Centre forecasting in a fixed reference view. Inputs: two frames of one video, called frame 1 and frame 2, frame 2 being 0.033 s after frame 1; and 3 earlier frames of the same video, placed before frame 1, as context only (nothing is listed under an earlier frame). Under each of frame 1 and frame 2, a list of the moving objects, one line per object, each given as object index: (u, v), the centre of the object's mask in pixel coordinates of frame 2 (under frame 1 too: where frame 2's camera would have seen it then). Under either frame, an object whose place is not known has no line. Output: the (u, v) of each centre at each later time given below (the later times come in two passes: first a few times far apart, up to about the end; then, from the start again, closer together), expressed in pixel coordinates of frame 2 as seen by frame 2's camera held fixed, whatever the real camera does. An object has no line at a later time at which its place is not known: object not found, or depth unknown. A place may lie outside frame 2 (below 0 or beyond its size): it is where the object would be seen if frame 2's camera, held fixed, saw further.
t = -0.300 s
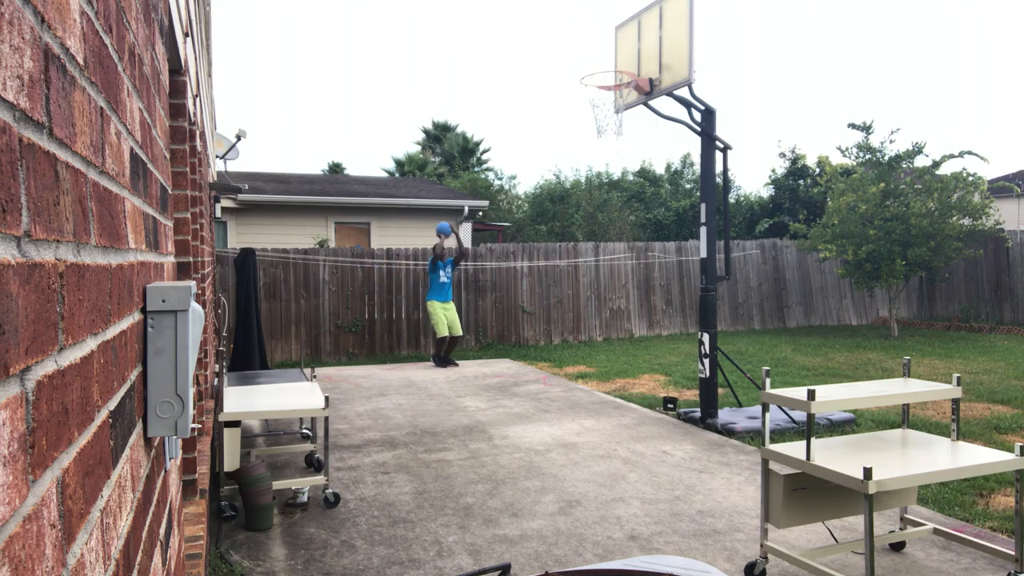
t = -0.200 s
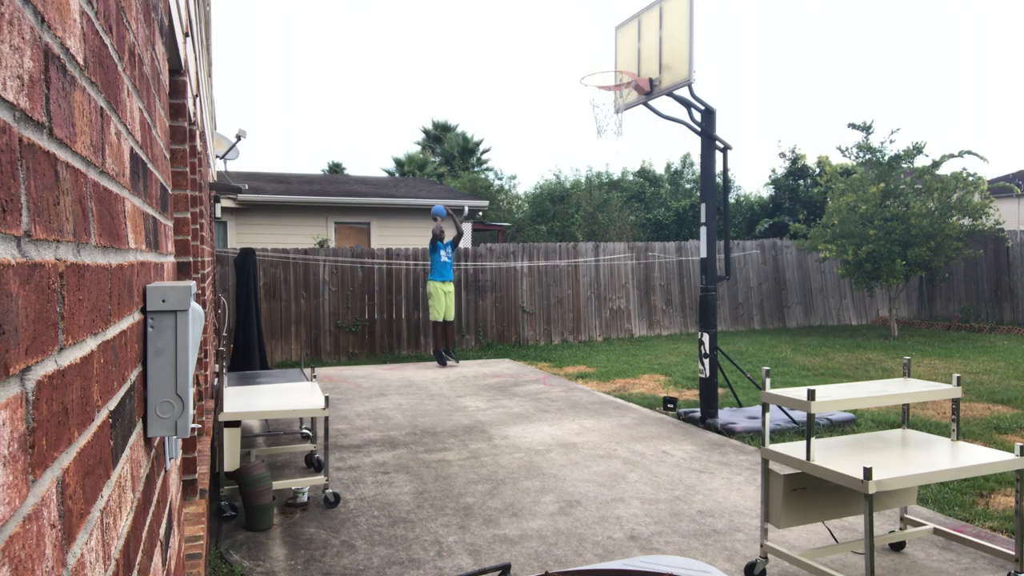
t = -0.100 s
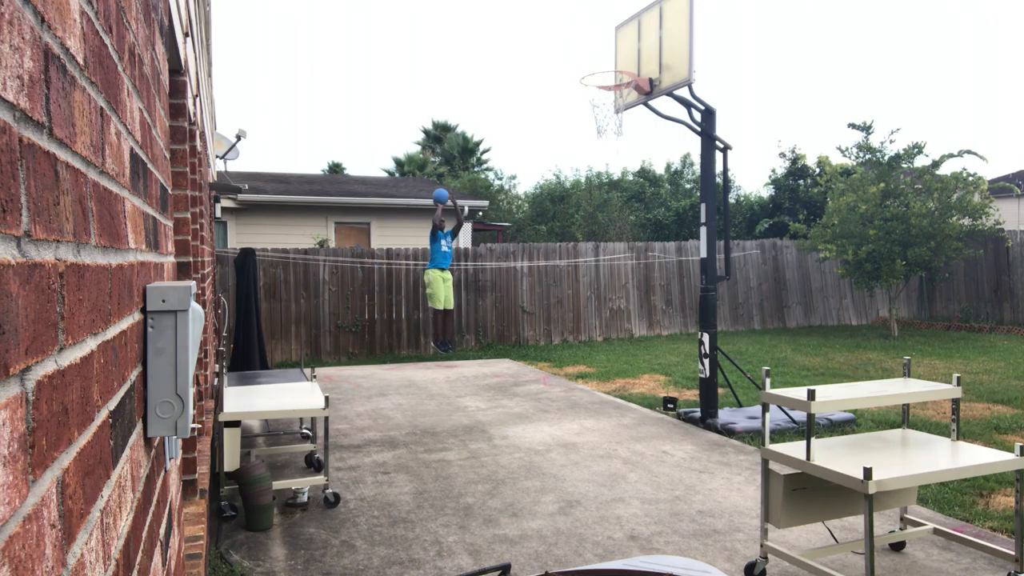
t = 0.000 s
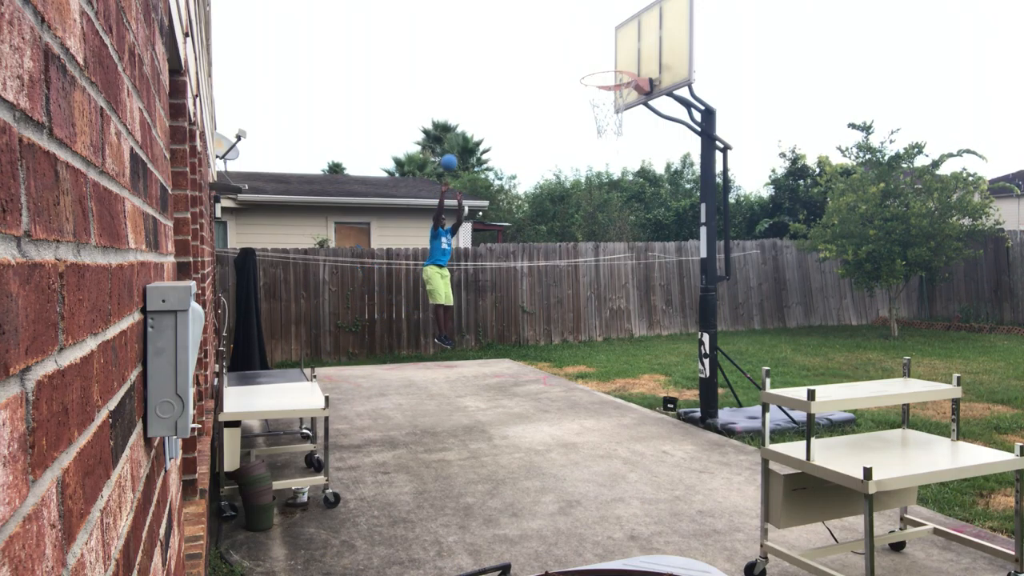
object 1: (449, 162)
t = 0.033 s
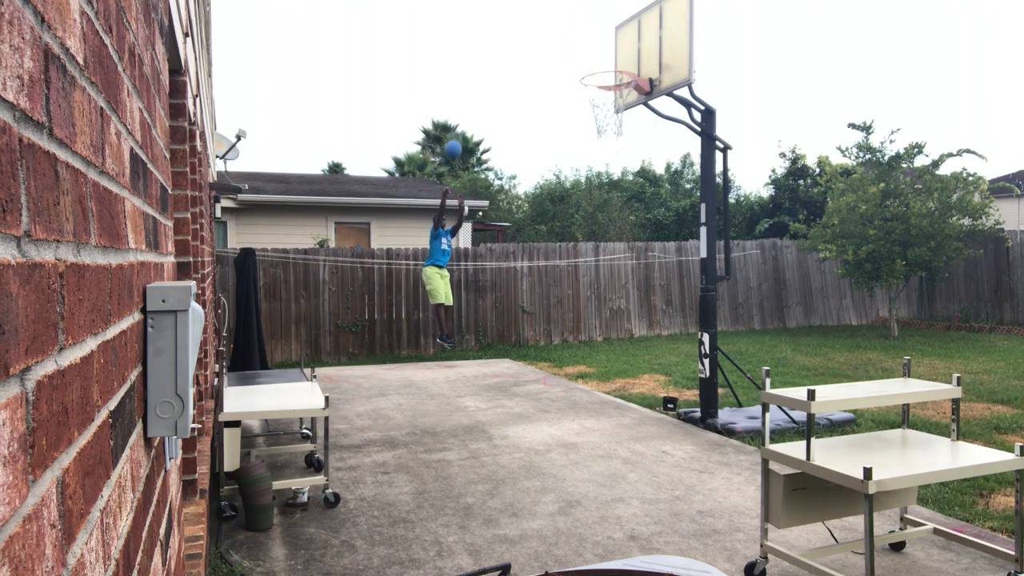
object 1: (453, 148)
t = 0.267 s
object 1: (486, 71)
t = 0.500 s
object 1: (528, 28)
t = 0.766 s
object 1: (587, 43)
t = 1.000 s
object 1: (622, 109)
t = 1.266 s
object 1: (601, 207)
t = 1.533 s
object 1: (580, 396)
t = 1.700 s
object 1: (558, 365)
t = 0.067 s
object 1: (457, 136)
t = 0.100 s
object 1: (461, 124)
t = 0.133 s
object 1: (466, 112)
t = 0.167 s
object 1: (471, 101)
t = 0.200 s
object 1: (476, 90)
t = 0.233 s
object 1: (481, 80)
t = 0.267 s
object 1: (486, 71)
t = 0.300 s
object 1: (491, 62)
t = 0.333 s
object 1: (497, 55)
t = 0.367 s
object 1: (503, 48)
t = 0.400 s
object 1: (509, 41)
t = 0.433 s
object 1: (515, 36)
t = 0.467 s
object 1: (521, 32)
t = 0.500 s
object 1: (528, 28)
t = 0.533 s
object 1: (535, 26)
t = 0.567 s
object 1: (542, 25)
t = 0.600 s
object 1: (549, 25)
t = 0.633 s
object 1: (556, 26)
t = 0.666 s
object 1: (563, 28)
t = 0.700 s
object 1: (571, 32)
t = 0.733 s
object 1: (579, 37)
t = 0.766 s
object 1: (587, 43)
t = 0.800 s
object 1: (595, 51)
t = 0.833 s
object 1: (604, 60)
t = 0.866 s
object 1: (613, 70)
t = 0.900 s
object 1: (622, 84)
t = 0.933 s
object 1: (626, 93)
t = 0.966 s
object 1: (625, 103)
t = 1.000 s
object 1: (622, 109)
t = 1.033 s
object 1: (620, 117)
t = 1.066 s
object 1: (617, 126)
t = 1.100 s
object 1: (614, 137)
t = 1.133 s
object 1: (612, 148)
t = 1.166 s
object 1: (609, 161)
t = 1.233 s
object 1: (604, 191)
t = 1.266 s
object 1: (601, 207)
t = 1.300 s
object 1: (599, 226)
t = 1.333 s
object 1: (596, 246)
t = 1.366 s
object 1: (593, 268)
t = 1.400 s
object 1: (591, 290)
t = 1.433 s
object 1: (588, 314)
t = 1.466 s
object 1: (585, 340)
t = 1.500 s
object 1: (583, 367)
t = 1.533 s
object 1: (580, 396)
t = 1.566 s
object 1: (577, 426)
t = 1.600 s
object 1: (574, 440)
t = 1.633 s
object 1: (568, 413)
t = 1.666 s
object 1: (563, 388)
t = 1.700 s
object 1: (558, 365)
